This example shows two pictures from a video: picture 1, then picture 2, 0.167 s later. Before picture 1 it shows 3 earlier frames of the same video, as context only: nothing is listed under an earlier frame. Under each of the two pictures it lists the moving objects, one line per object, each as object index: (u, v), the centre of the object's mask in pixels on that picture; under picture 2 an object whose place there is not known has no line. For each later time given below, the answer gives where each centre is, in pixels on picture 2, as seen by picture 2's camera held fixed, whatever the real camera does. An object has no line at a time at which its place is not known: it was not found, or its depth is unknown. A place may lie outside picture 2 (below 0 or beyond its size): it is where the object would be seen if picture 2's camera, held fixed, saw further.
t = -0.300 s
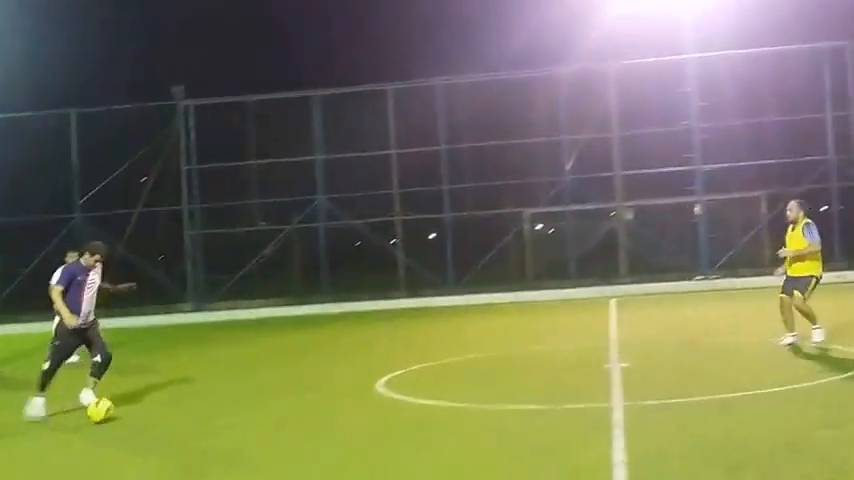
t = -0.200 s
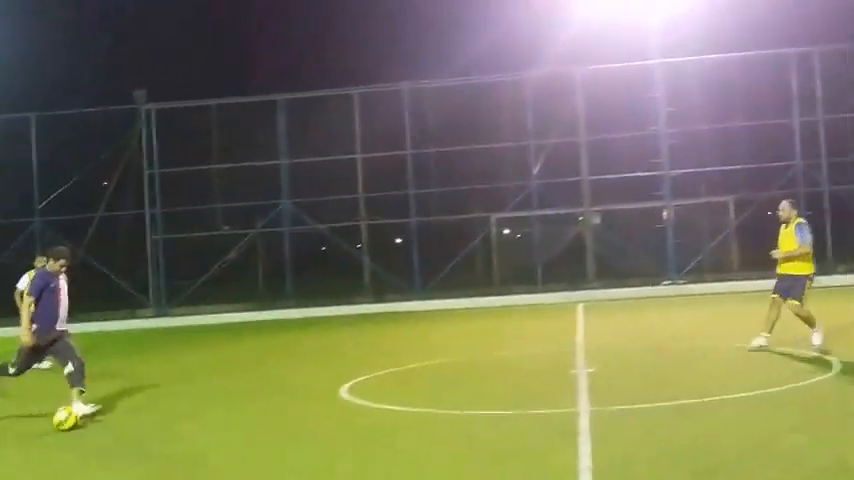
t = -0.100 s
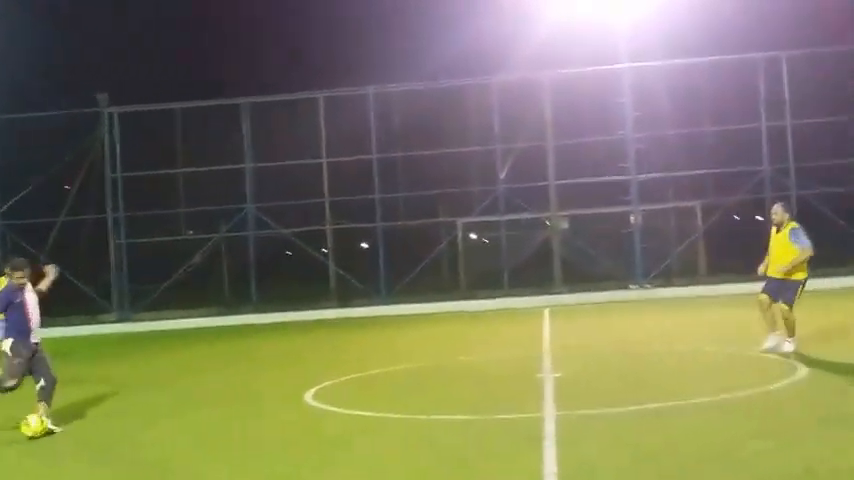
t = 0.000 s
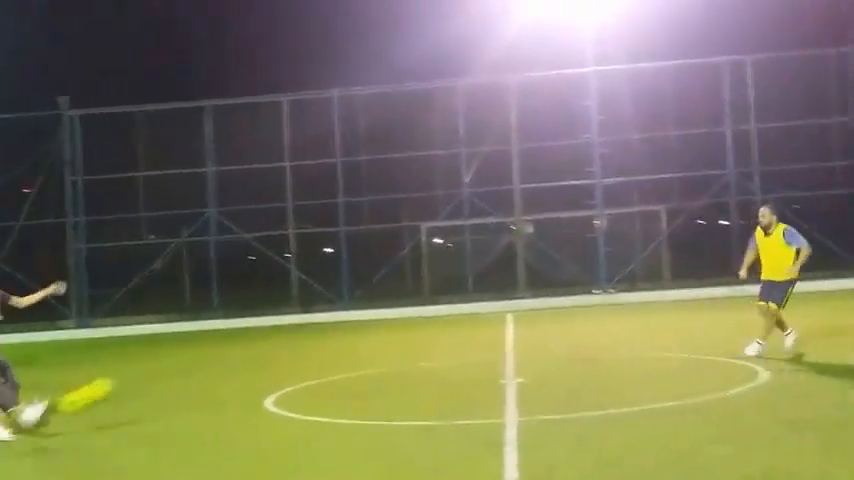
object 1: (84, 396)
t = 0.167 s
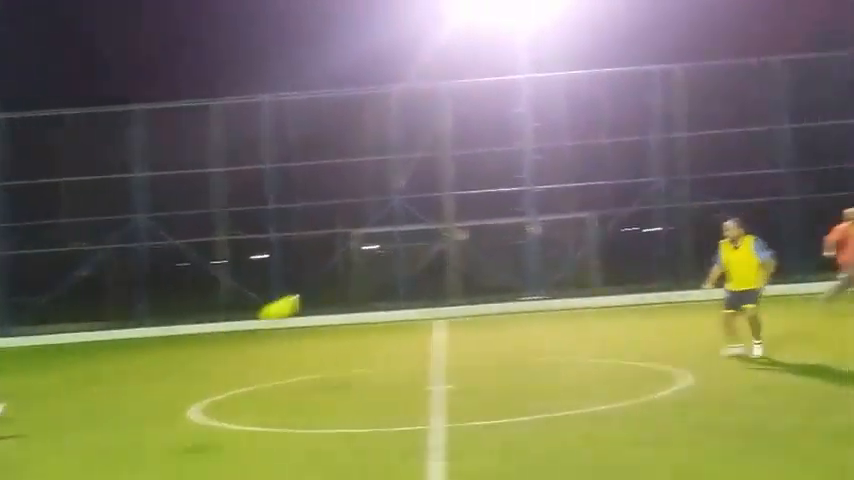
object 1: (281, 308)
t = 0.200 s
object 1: (327, 294)
